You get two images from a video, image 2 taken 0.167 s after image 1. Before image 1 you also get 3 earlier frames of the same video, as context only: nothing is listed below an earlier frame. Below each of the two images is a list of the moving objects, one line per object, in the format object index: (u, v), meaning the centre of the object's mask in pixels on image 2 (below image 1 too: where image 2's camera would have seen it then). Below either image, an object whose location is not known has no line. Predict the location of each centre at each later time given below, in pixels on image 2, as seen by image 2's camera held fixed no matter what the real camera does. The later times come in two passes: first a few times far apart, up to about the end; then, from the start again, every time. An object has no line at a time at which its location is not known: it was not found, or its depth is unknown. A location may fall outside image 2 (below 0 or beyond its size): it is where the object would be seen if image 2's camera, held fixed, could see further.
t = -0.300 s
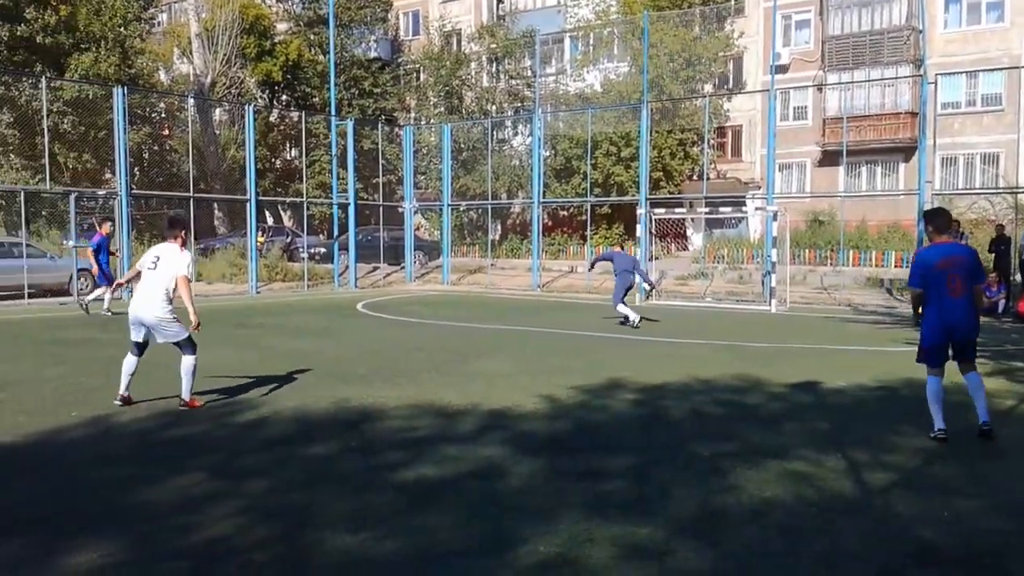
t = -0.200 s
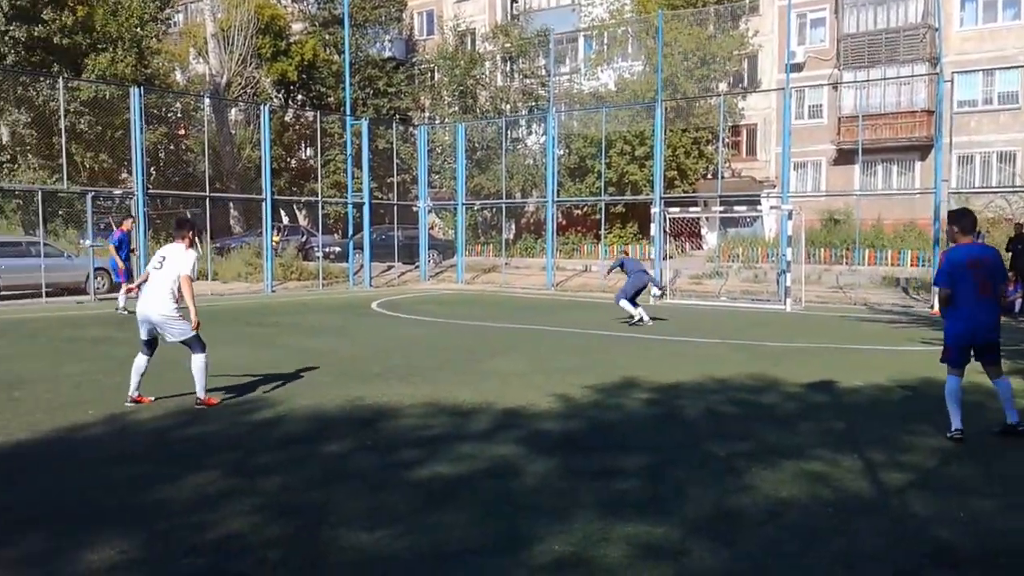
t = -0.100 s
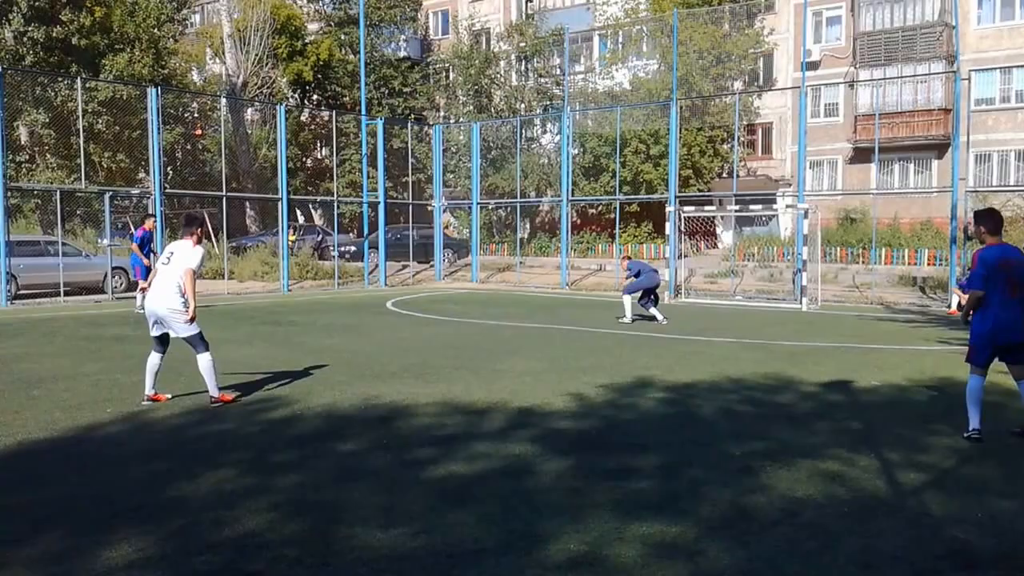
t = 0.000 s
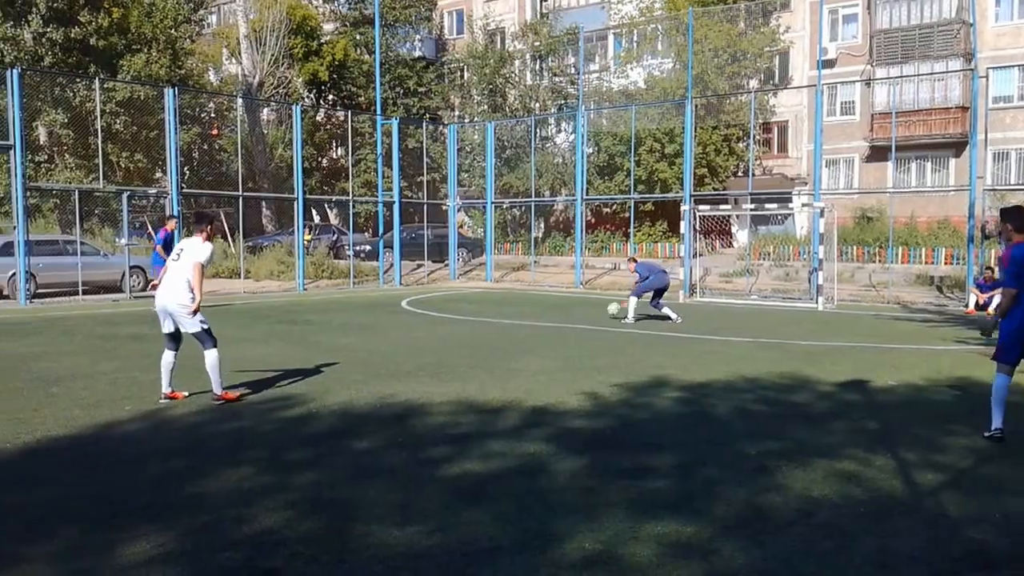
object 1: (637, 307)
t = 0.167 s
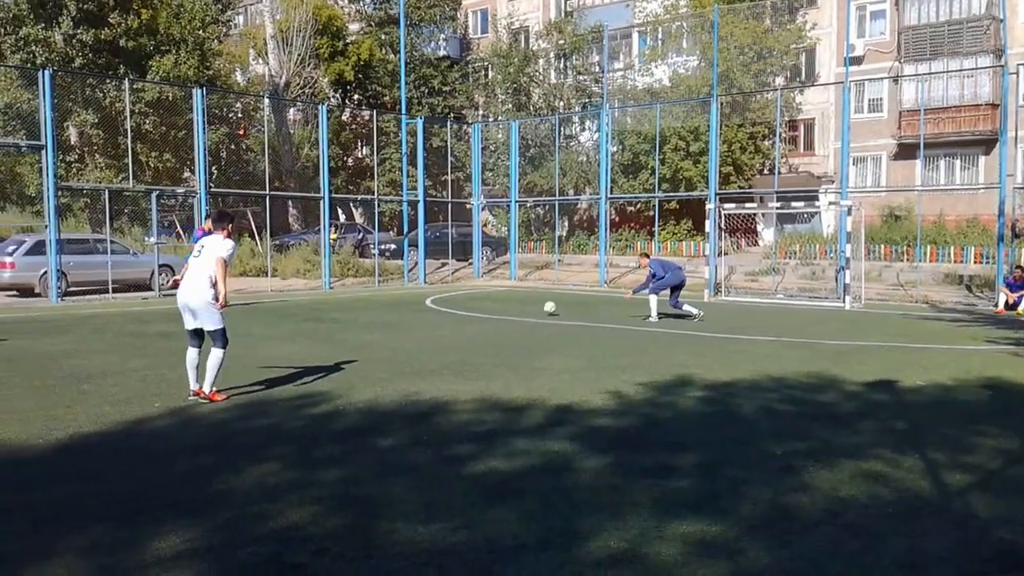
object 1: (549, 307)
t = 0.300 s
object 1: (489, 307)
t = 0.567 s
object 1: (393, 305)
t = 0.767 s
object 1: (329, 304)
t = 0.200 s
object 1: (534, 307)
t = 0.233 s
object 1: (518, 307)
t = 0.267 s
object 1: (503, 307)
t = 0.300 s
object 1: (489, 307)
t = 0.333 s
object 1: (476, 306)
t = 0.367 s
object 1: (463, 306)
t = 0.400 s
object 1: (451, 306)
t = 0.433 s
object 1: (438, 305)
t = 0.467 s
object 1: (426, 306)
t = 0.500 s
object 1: (415, 306)
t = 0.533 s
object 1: (403, 305)
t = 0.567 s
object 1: (393, 305)
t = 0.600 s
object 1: (382, 305)
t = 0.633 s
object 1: (371, 305)
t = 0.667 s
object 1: (360, 304)
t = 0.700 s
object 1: (350, 304)
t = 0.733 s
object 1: (340, 304)
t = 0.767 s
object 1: (329, 304)
